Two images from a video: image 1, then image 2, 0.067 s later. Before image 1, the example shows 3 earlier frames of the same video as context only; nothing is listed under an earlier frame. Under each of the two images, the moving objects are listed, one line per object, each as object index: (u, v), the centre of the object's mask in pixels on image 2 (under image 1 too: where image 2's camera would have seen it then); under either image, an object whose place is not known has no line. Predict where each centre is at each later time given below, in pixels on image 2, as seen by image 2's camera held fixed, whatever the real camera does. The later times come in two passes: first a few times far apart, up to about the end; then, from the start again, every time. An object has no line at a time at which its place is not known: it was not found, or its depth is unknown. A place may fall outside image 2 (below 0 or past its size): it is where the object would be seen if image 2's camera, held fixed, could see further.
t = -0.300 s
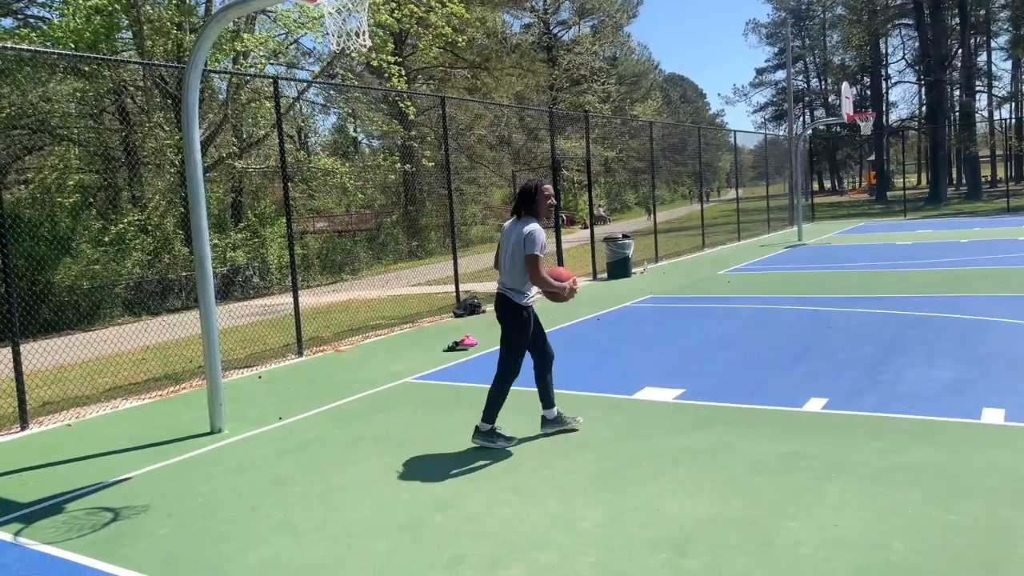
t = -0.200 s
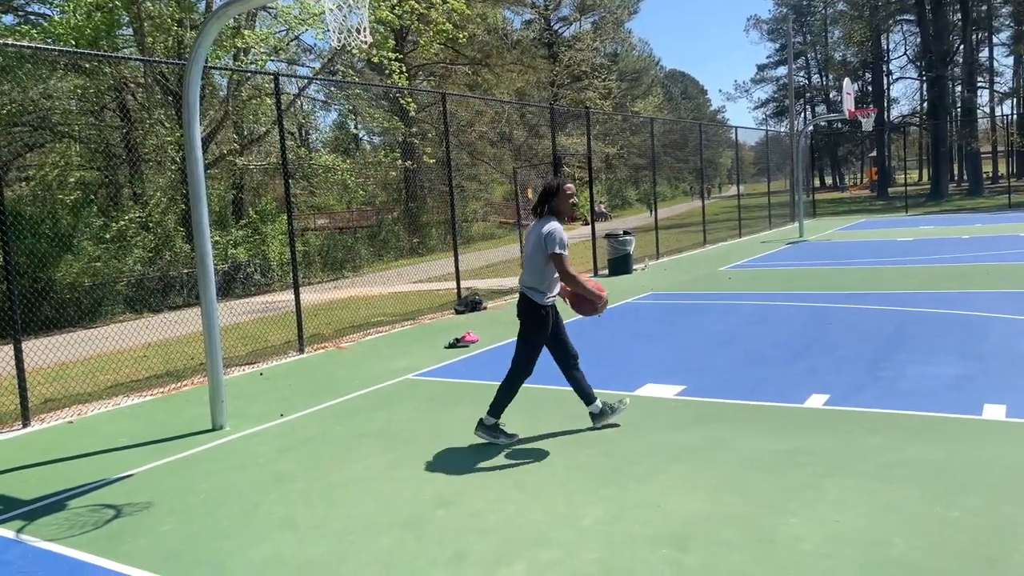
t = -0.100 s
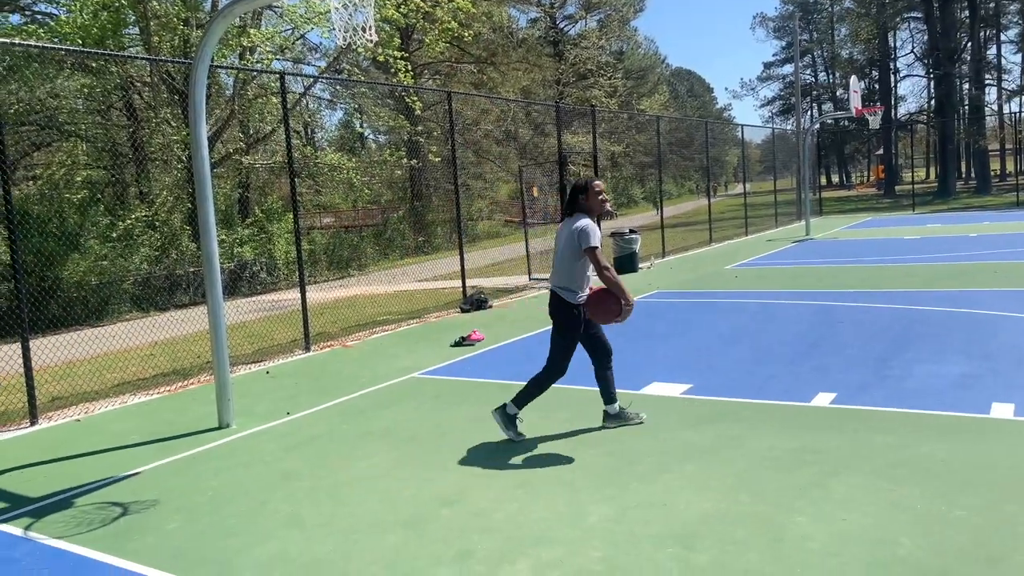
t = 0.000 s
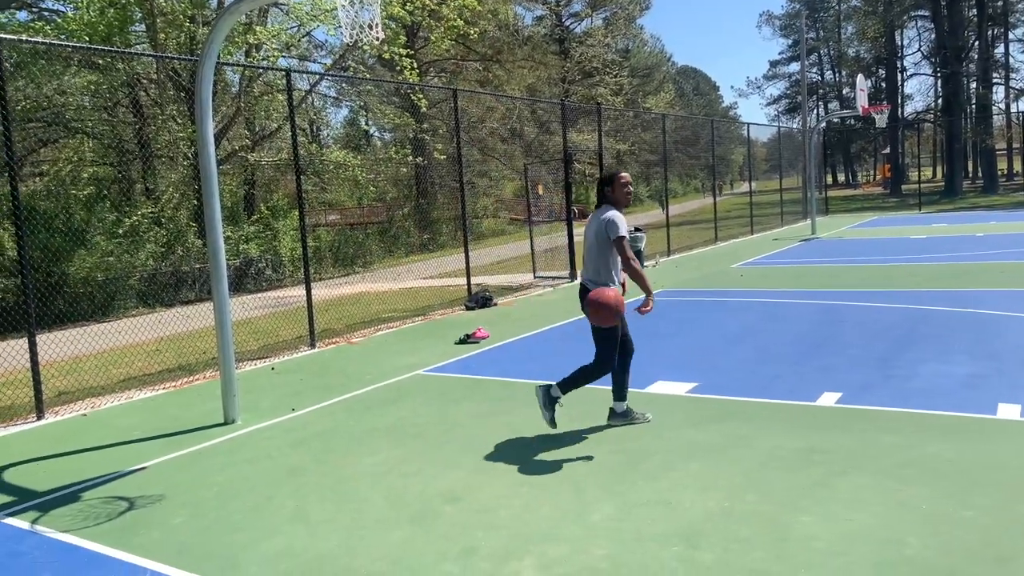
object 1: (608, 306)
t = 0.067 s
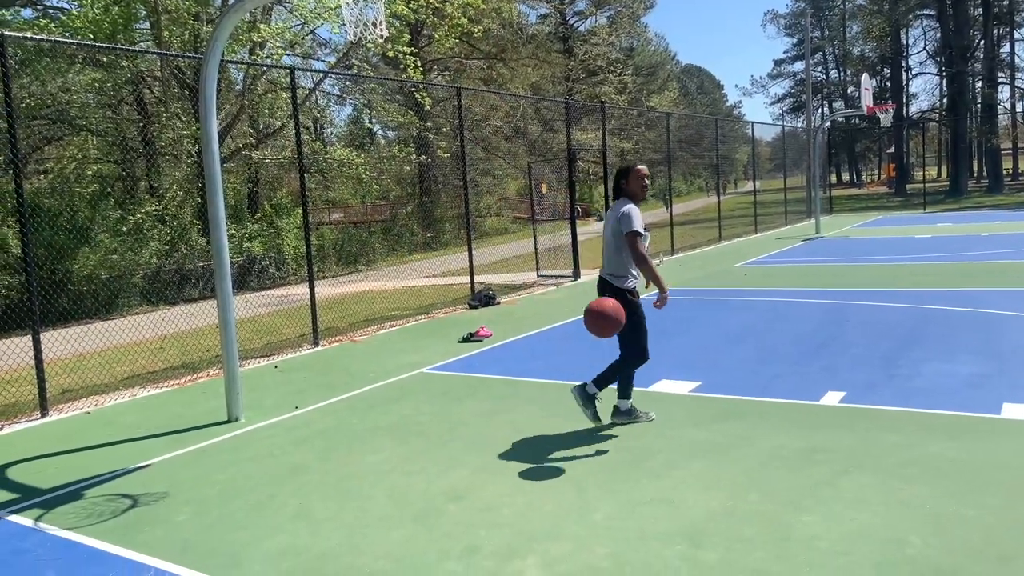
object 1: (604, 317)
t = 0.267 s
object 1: (595, 403)
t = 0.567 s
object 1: (568, 391)
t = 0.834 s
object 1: (542, 411)
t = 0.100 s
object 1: (602, 326)
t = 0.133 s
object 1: (600, 337)
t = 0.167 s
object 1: (599, 350)
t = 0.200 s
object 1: (598, 365)
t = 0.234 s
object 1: (596, 382)
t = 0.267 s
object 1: (595, 403)
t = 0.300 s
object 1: (594, 425)
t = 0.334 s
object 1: (593, 450)
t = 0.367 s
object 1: (592, 463)
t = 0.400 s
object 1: (589, 449)
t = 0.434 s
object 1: (584, 431)
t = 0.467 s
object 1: (579, 418)
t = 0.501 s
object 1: (575, 407)
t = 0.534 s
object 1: (572, 398)
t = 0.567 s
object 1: (568, 391)
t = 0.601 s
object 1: (564, 386)
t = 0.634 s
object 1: (561, 384)
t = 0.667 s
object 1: (558, 383)
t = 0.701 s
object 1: (555, 384)
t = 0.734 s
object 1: (551, 387)
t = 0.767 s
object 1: (548, 393)
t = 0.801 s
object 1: (544, 401)
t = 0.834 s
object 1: (542, 411)
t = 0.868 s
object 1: (539, 423)
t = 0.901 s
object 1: (536, 438)
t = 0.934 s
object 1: (534, 455)
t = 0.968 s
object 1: (531, 475)
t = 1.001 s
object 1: (527, 492)
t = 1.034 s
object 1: (523, 478)
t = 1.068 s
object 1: (518, 466)
